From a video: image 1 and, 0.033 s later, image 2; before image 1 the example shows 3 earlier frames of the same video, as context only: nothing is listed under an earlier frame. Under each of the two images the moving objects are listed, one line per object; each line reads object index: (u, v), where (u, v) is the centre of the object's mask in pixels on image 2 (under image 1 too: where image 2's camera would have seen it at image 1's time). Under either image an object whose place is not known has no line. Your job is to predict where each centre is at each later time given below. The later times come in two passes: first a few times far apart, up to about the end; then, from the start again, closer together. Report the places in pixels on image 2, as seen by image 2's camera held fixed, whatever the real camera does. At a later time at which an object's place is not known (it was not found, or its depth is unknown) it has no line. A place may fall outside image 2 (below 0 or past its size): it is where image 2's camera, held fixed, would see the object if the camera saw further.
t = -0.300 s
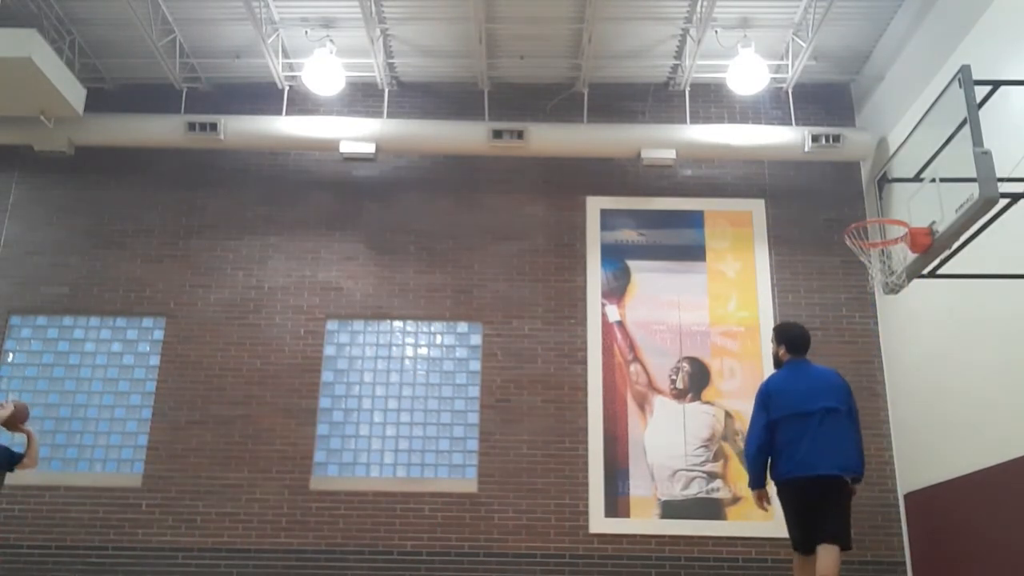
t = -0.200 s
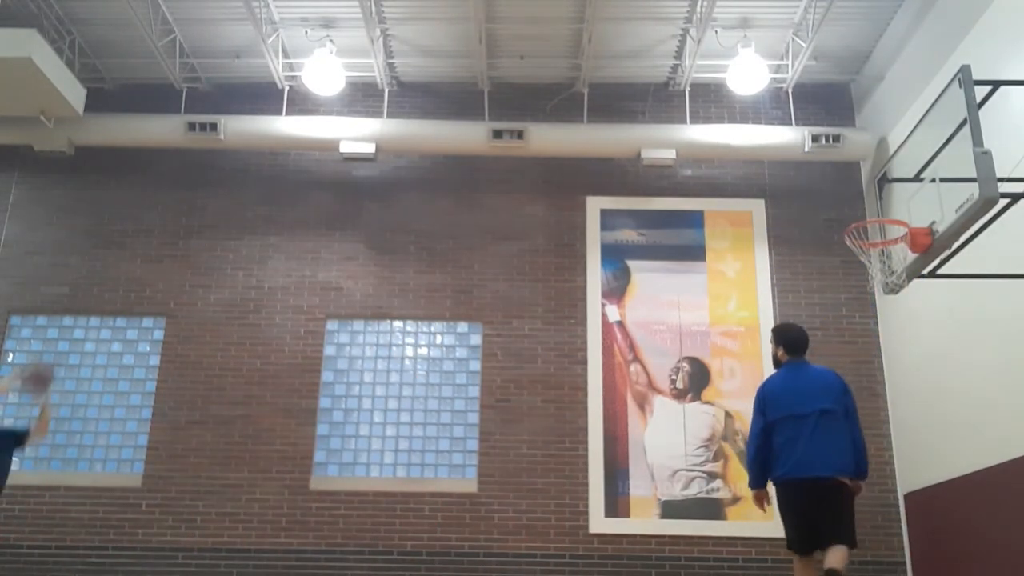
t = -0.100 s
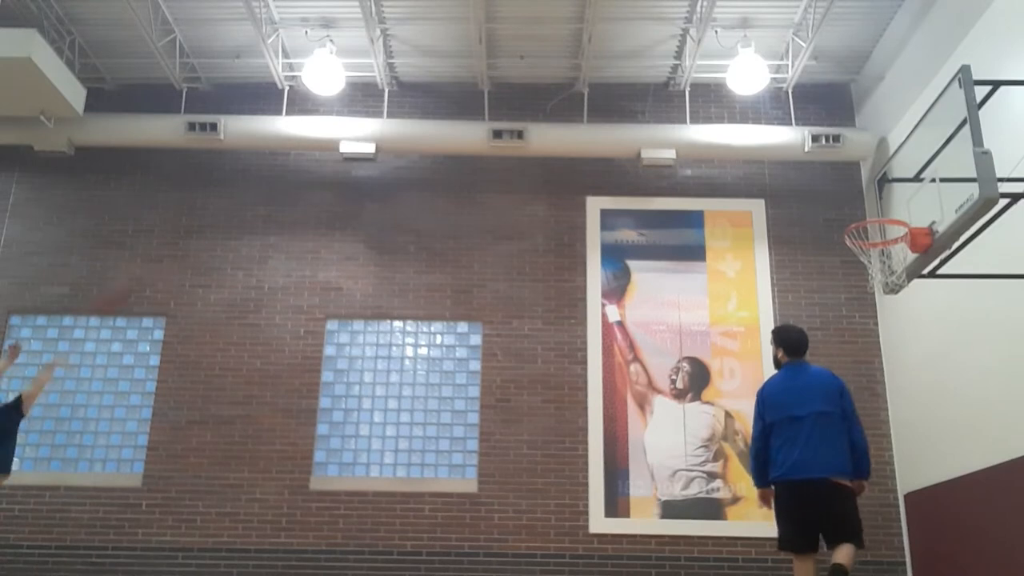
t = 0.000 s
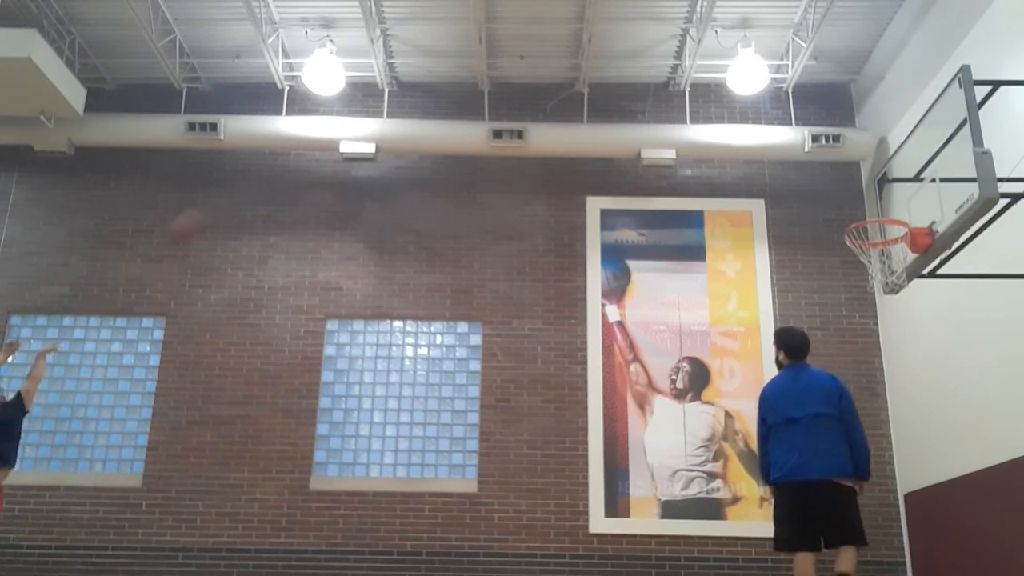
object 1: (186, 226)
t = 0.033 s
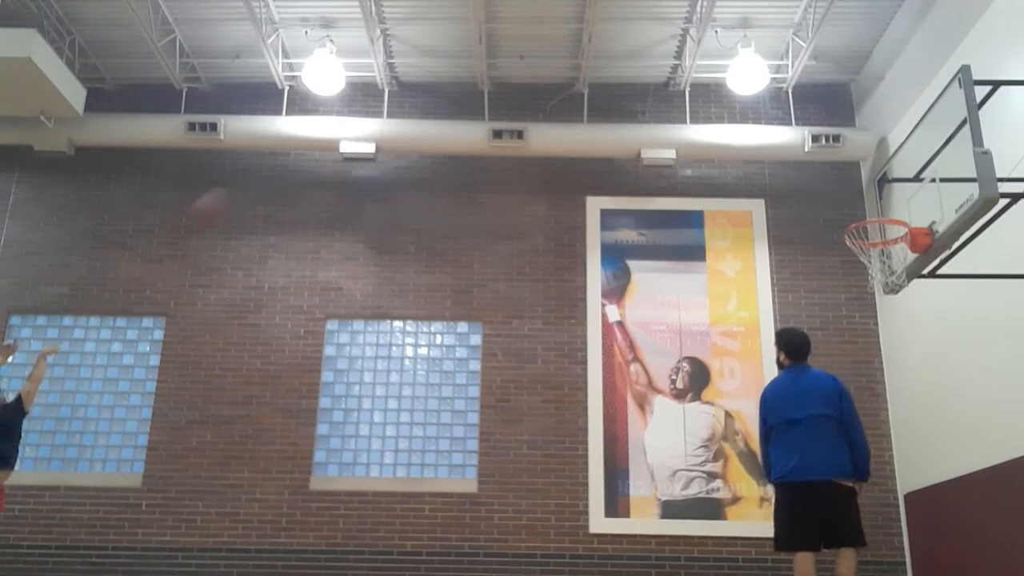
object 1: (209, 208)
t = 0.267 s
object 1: (361, 106)
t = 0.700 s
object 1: (624, 63)
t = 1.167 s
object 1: (919, 208)
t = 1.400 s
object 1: (926, 195)
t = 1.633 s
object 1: (942, 249)
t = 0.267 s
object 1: (361, 106)
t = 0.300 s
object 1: (383, 99)
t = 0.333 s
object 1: (405, 92)
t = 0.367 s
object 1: (423, 79)
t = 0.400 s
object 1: (443, 77)
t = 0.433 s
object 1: (464, 73)
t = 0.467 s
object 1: (484, 68)
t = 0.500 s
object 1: (501, 65)
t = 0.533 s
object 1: (524, 61)
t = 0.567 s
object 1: (544, 59)
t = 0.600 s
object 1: (565, 59)
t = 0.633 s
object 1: (584, 61)
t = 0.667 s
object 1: (604, 61)
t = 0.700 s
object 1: (624, 63)
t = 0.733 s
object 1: (644, 66)
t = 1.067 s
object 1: (870, 174)
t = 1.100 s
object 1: (888, 187)
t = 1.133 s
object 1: (918, 211)
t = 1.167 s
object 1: (919, 208)
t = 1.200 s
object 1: (919, 203)
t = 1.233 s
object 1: (920, 199)
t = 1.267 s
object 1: (921, 195)
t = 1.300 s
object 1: (923, 193)
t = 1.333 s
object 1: (923, 193)
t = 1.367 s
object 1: (925, 193)
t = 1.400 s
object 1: (926, 195)
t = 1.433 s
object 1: (928, 197)
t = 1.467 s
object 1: (929, 201)
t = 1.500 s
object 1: (932, 209)
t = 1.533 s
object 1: (934, 216)
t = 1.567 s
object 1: (937, 226)
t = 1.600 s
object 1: (939, 237)
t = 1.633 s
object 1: (942, 249)
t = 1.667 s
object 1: (948, 266)
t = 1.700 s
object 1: (950, 280)
